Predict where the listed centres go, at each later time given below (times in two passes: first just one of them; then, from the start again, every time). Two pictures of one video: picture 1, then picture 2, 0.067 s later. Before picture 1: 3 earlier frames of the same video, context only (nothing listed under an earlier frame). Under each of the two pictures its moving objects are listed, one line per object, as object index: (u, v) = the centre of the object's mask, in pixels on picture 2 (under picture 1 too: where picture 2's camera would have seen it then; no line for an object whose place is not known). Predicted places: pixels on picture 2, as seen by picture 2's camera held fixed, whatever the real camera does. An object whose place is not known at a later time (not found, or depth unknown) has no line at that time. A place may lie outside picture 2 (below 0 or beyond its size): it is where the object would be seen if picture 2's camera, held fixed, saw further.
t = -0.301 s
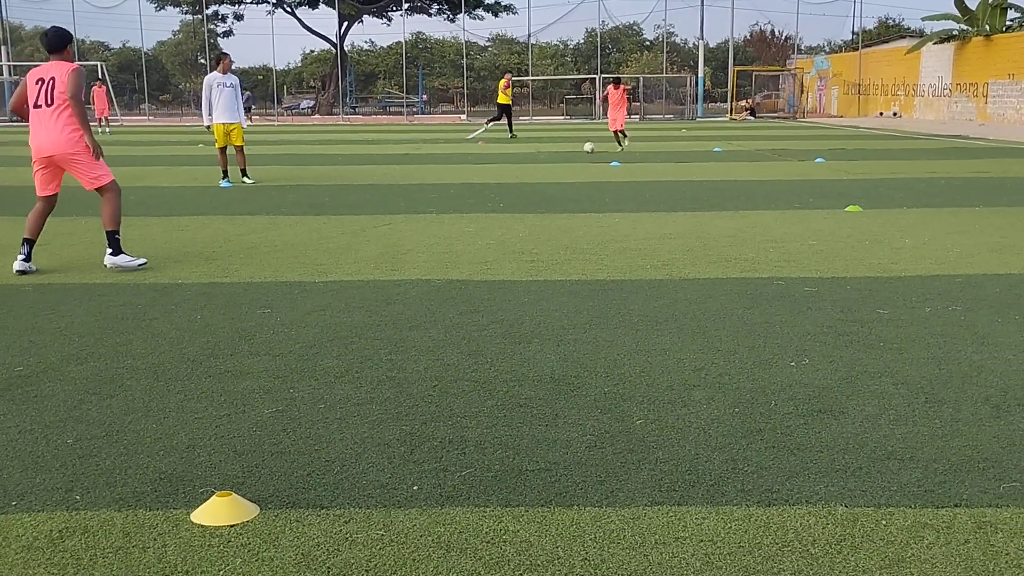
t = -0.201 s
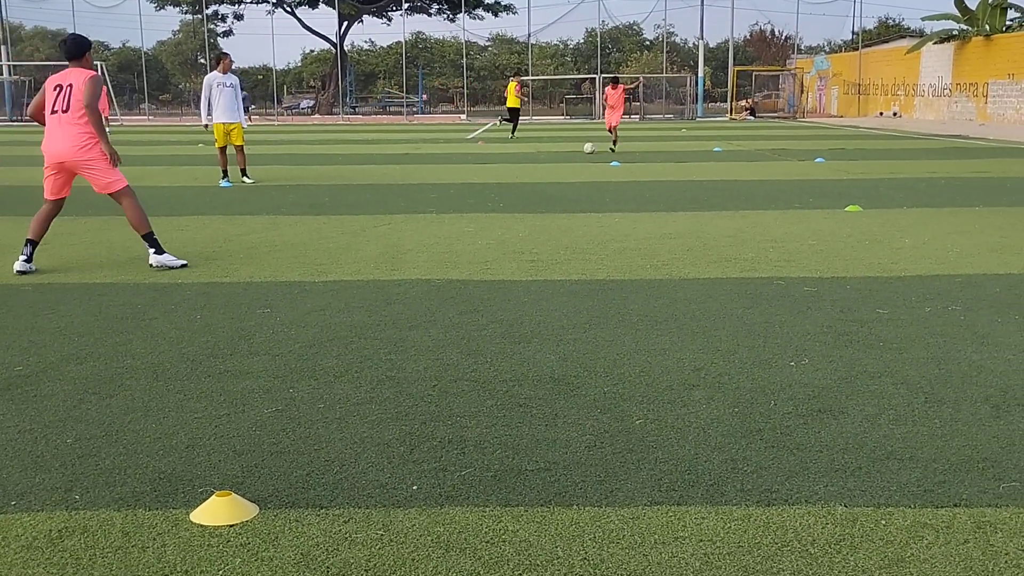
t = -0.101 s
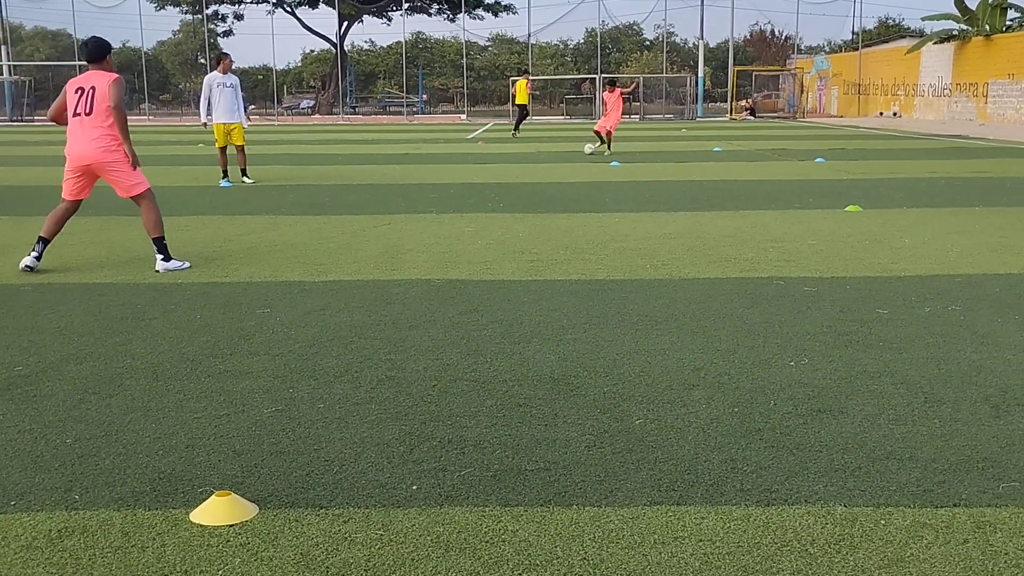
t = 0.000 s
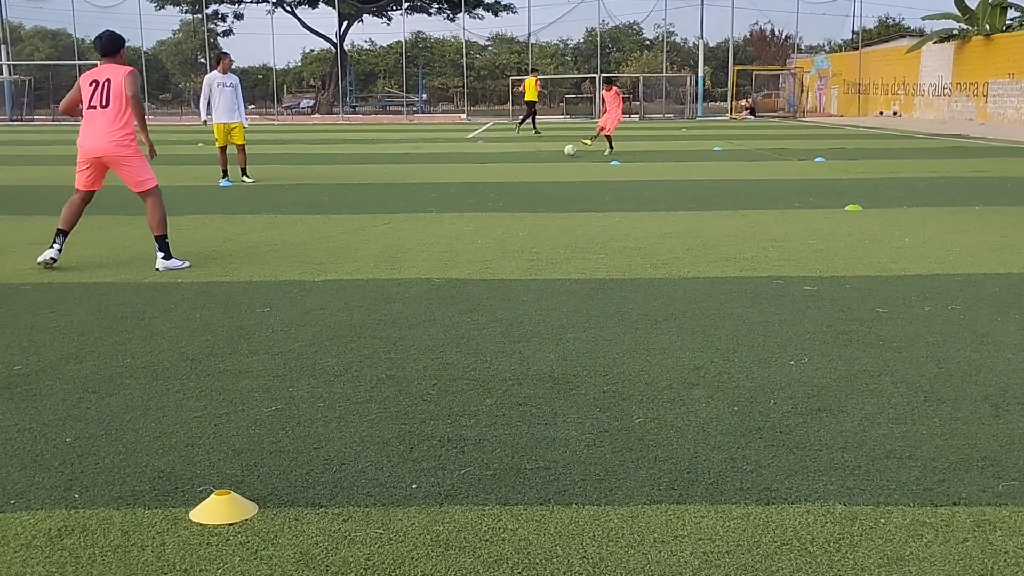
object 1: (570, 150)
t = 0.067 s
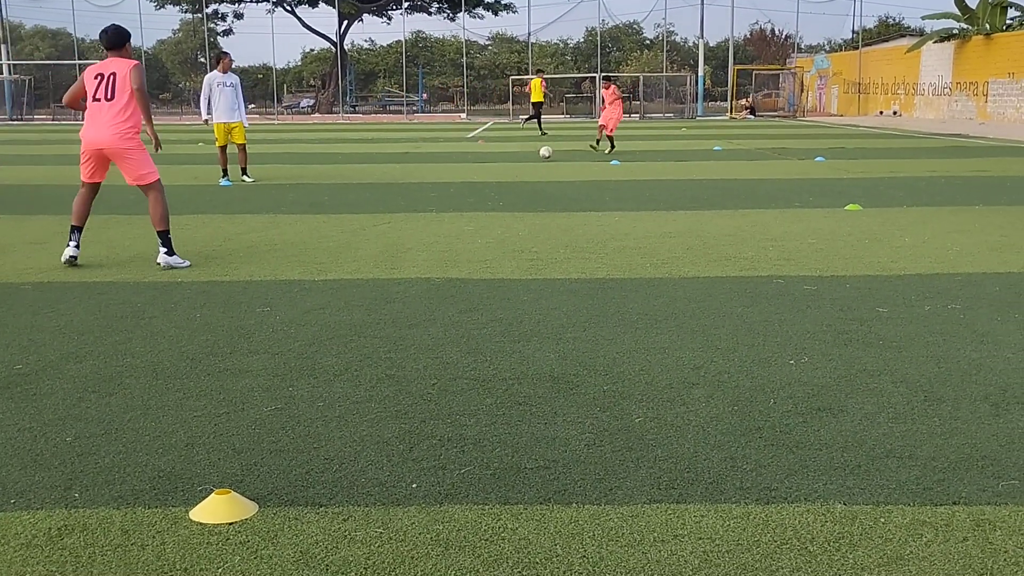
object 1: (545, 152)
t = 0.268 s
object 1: (460, 164)
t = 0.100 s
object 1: (532, 155)
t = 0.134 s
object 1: (518, 159)
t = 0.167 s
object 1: (504, 160)
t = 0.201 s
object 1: (490, 161)
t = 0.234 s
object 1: (475, 162)
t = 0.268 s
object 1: (460, 164)
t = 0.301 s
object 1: (443, 169)
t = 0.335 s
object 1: (426, 174)
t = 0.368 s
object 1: (409, 177)
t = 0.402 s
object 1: (391, 178)
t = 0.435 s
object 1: (373, 181)
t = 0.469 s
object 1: (354, 185)
